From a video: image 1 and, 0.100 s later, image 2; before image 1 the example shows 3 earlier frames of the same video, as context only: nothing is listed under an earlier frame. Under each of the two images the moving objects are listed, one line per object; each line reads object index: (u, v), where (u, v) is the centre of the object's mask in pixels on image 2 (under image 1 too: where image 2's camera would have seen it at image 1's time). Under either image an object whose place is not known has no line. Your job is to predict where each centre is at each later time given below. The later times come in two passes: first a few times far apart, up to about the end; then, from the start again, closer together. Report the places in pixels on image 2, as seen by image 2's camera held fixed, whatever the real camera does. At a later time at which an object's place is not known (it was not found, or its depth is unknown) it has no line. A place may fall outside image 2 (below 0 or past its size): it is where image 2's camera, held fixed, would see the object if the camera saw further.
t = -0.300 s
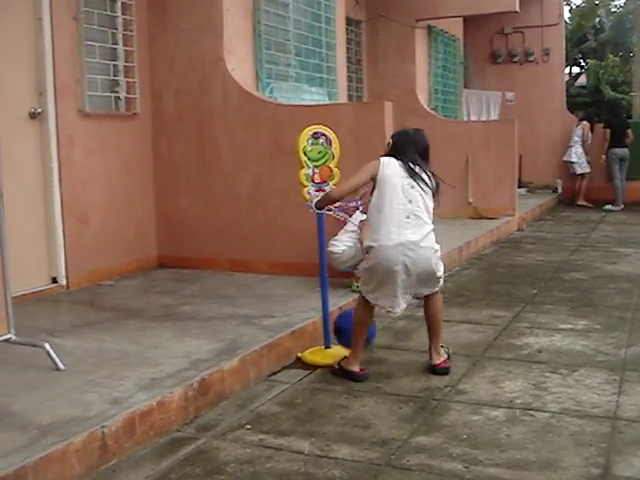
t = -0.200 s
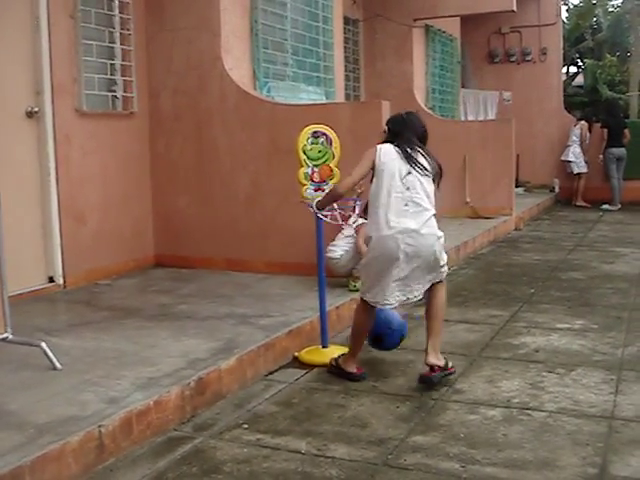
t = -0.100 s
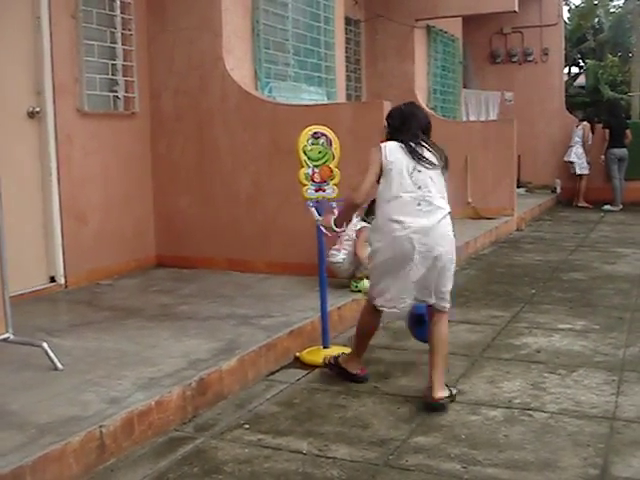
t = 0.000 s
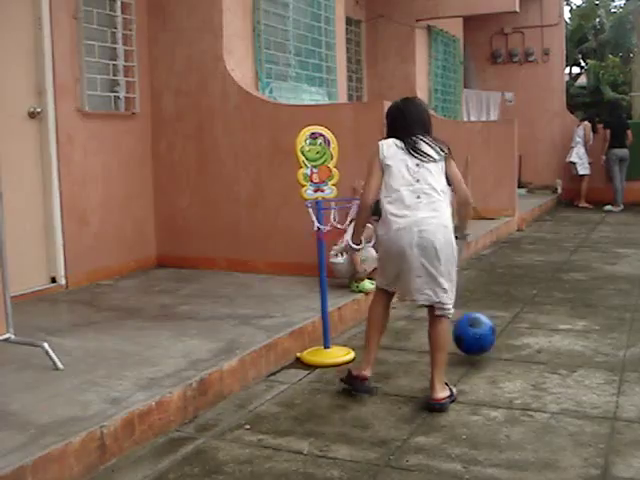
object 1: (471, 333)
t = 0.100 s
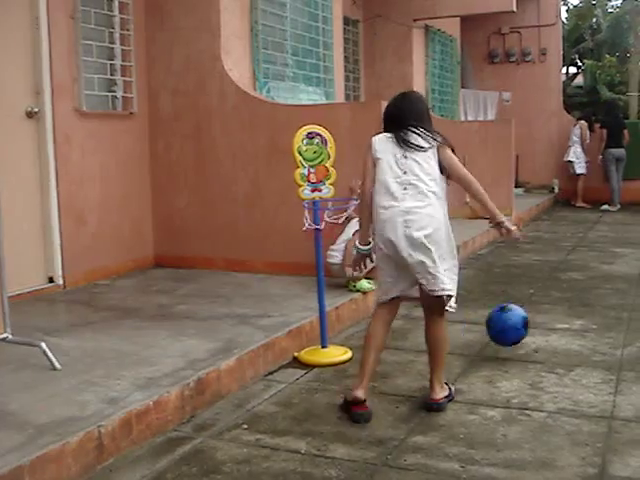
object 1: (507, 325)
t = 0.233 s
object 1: (543, 321)
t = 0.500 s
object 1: (623, 323)
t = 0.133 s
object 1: (517, 321)
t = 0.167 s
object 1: (527, 319)
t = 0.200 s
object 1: (535, 319)
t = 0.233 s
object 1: (543, 321)
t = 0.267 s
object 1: (552, 324)
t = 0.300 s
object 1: (560, 329)
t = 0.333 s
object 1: (569, 336)
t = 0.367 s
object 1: (580, 331)
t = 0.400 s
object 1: (592, 324)
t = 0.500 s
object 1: (623, 323)
